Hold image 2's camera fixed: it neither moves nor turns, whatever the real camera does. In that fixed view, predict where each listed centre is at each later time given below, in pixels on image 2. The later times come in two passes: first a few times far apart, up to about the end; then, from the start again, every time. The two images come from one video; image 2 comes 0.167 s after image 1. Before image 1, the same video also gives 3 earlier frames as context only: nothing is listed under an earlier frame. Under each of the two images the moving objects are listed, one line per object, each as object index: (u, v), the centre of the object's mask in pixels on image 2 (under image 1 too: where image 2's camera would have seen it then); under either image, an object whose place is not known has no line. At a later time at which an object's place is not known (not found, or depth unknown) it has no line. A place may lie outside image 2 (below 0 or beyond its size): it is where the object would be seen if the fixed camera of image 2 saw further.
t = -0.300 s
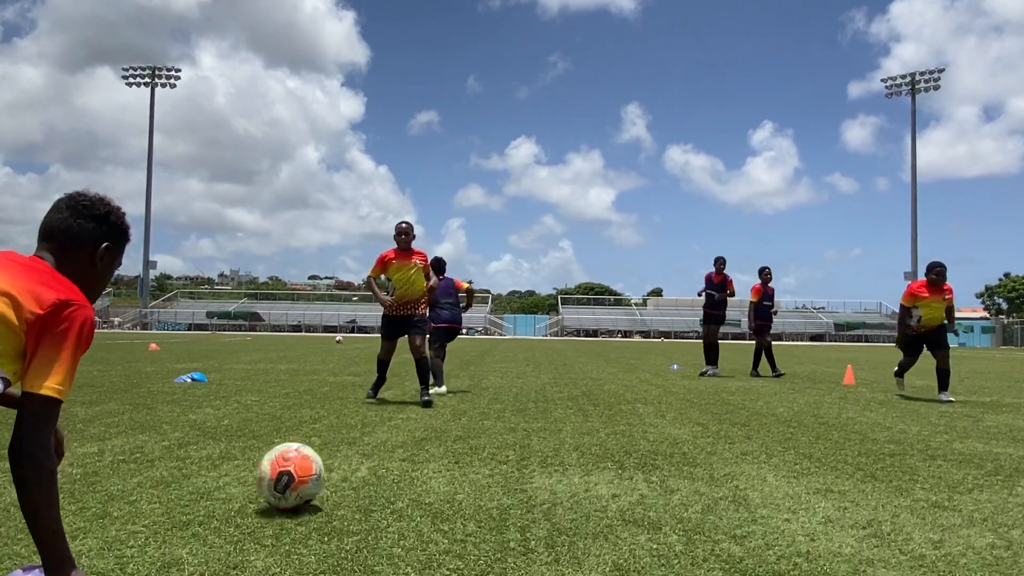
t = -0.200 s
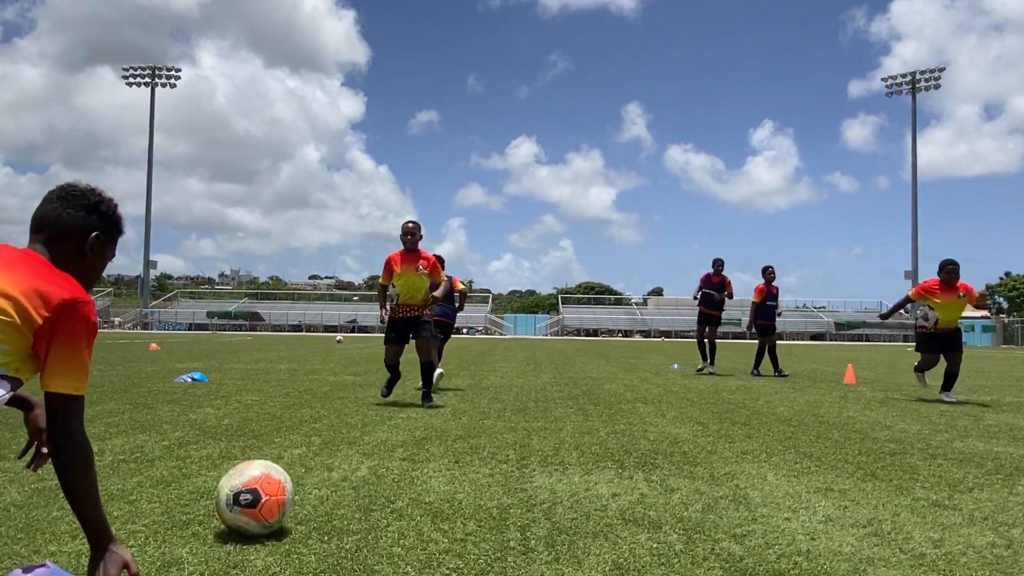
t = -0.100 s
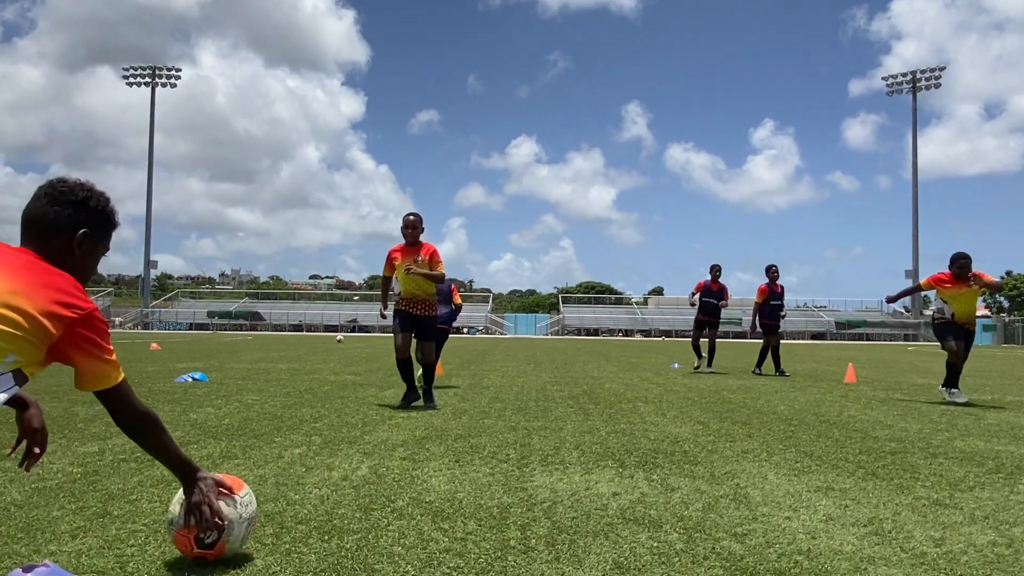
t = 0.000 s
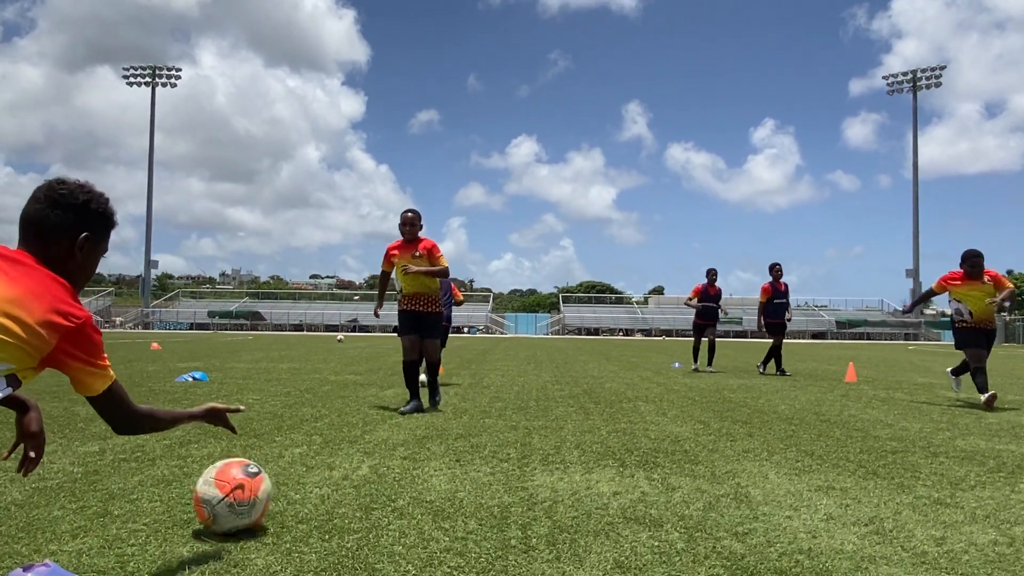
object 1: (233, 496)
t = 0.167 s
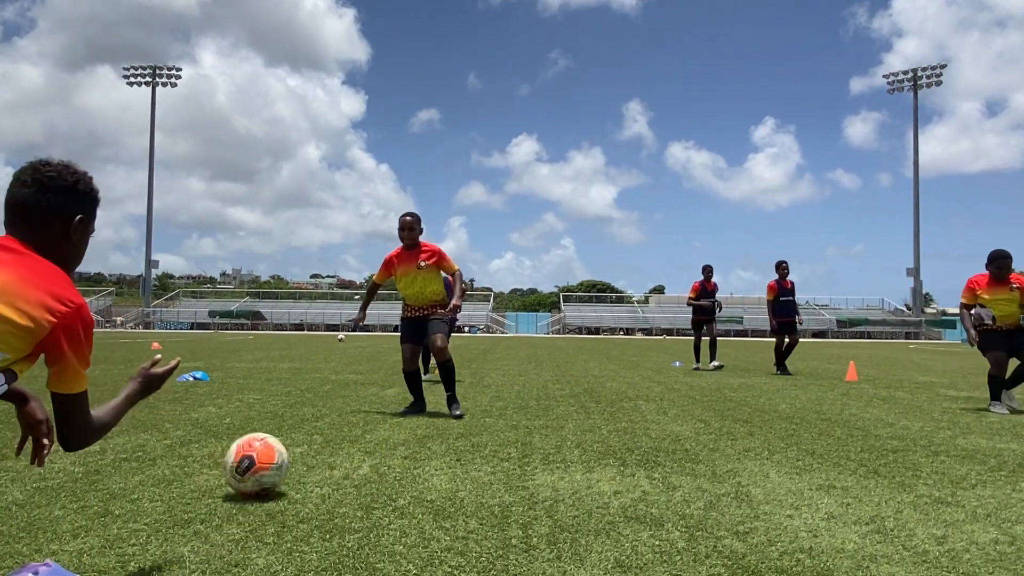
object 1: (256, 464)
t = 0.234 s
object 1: (262, 457)
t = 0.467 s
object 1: (282, 434)
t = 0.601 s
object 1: (289, 425)
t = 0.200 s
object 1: (260, 459)
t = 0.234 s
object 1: (262, 457)
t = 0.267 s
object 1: (266, 452)
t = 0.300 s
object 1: (269, 448)
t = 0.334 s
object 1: (272, 445)
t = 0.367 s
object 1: (274, 444)
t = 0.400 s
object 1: (278, 438)
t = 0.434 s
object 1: (280, 435)
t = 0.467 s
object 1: (282, 434)
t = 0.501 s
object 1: (284, 430)
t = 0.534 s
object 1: (286, 427)
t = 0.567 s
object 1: (288, 426)
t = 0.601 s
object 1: (289, 425)
